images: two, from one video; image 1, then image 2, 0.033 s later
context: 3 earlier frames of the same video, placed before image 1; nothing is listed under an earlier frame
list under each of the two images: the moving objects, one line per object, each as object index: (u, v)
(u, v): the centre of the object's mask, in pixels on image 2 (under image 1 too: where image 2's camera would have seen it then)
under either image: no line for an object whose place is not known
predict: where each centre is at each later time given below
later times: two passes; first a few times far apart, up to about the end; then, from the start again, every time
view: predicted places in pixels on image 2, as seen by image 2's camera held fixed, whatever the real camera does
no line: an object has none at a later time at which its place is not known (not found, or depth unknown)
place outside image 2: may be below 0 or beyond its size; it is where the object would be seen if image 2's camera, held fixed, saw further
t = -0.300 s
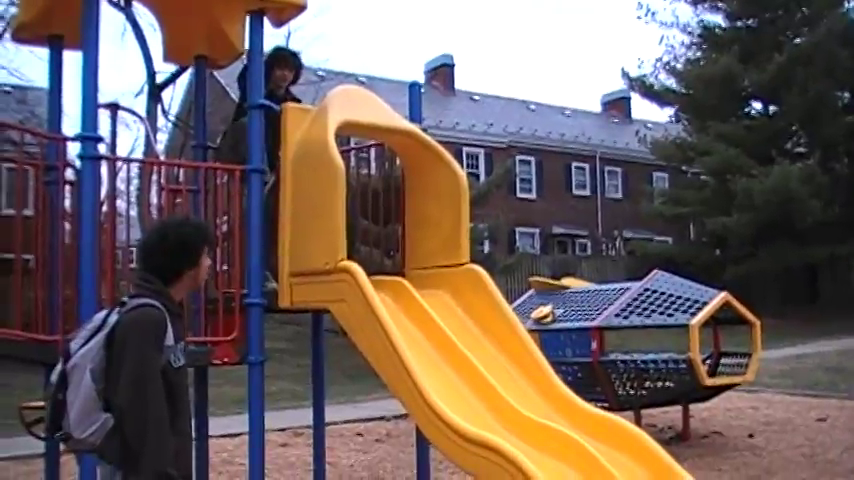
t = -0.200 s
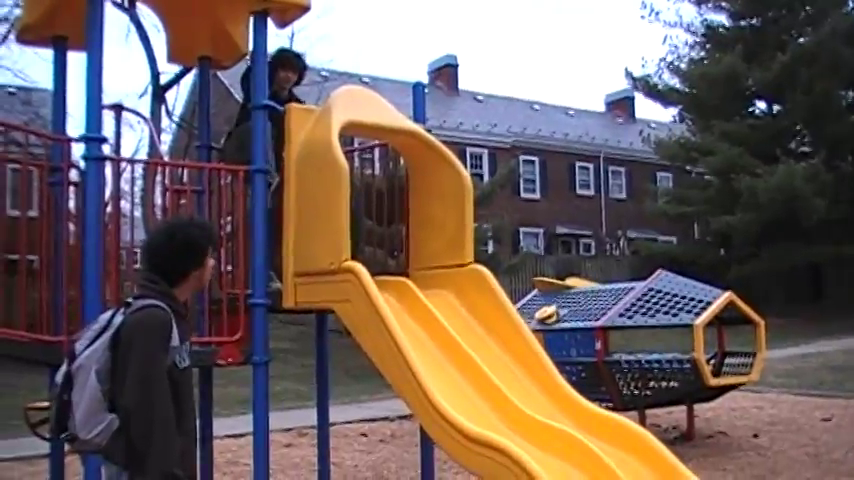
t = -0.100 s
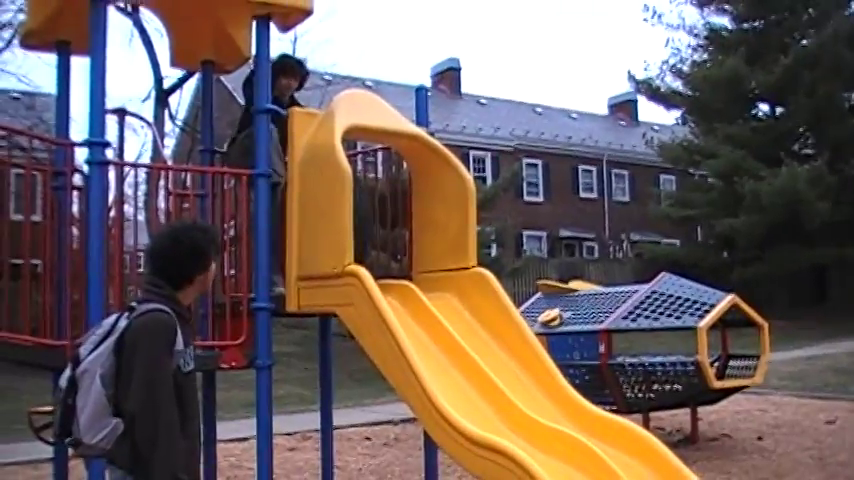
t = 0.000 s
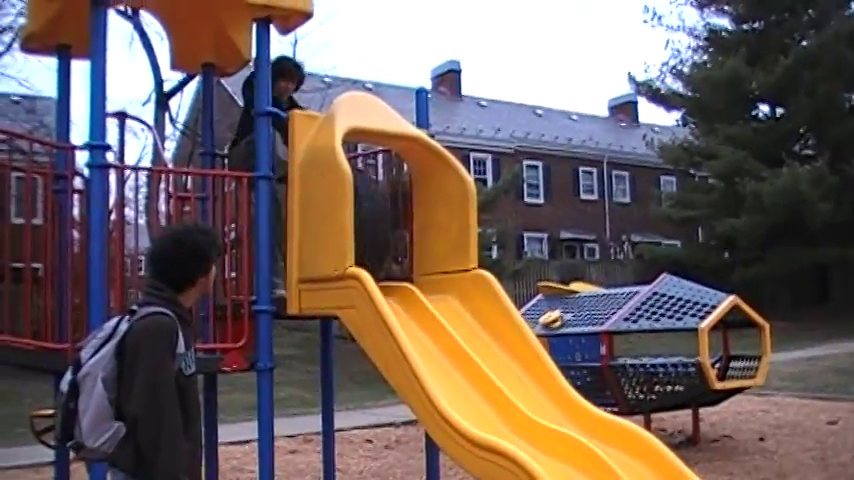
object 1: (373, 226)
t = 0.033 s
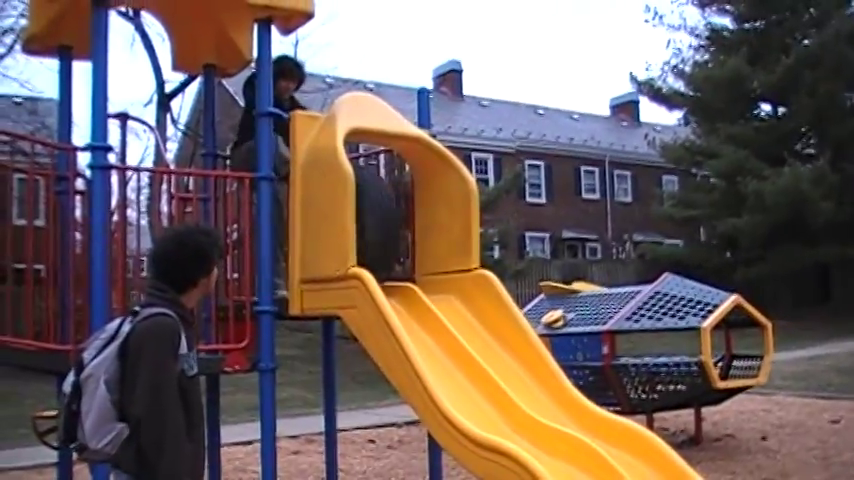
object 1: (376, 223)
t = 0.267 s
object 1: (403, 237)
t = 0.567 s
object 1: (493, 346)
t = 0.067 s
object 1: (379, 224)
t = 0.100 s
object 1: (383, 223)
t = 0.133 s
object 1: (386, 225)
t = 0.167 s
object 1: (390, 225)
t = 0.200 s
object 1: (393, 227)
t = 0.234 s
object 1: (398, 231)
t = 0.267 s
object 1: (403, 237)
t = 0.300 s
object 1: (408, 244)
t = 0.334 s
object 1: (414, 253)
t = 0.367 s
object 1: (424, 267)
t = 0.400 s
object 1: (433, 282)
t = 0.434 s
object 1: (443, 295)
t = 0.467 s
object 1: (454, 306)
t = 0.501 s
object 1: (466, 318)
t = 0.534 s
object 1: (479, 331)
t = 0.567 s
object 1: (493, 346)
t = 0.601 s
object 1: (508, 362)
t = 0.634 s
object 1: (525, 375)
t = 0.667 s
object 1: (545, 379)
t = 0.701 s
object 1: (565, 384)
